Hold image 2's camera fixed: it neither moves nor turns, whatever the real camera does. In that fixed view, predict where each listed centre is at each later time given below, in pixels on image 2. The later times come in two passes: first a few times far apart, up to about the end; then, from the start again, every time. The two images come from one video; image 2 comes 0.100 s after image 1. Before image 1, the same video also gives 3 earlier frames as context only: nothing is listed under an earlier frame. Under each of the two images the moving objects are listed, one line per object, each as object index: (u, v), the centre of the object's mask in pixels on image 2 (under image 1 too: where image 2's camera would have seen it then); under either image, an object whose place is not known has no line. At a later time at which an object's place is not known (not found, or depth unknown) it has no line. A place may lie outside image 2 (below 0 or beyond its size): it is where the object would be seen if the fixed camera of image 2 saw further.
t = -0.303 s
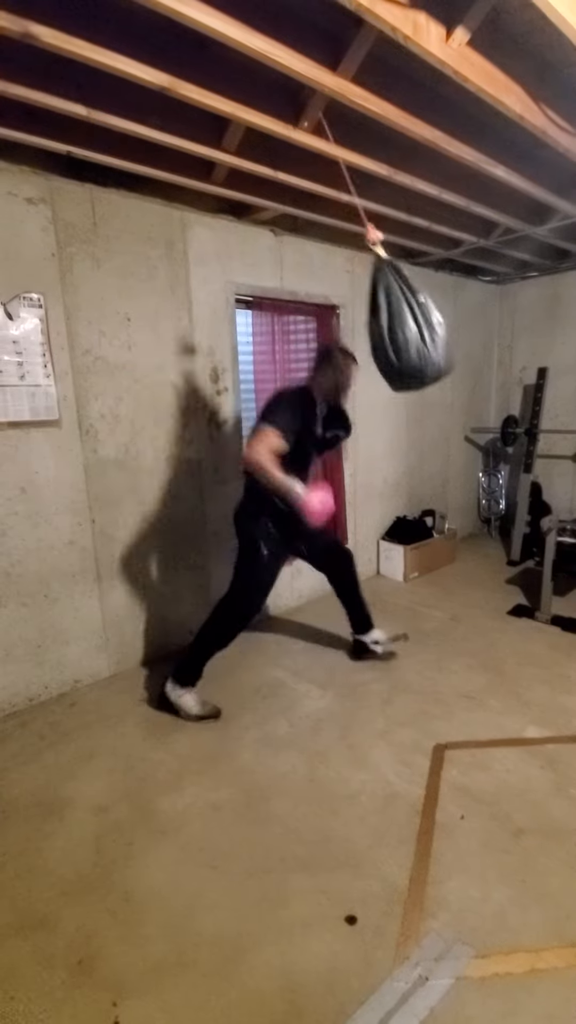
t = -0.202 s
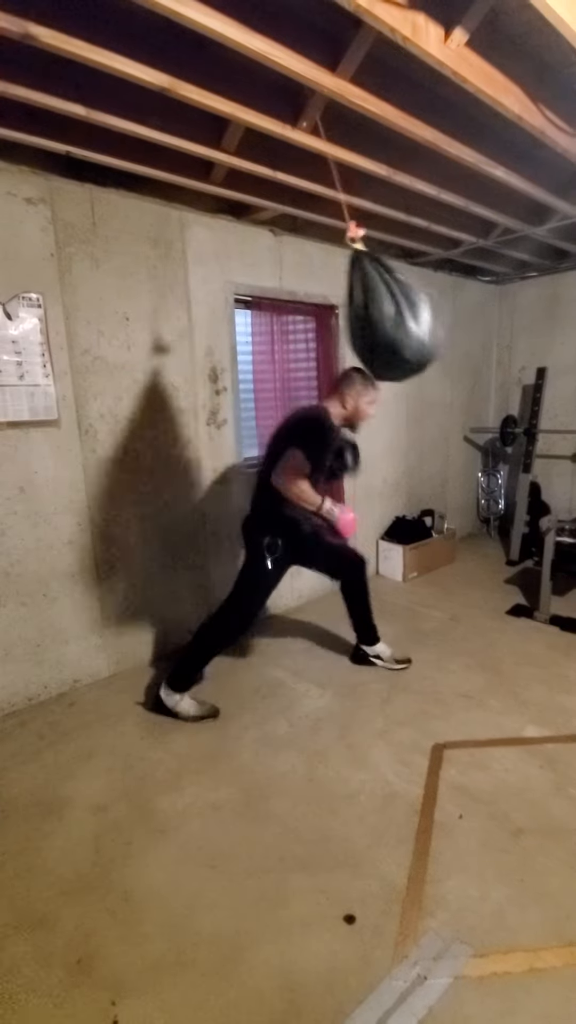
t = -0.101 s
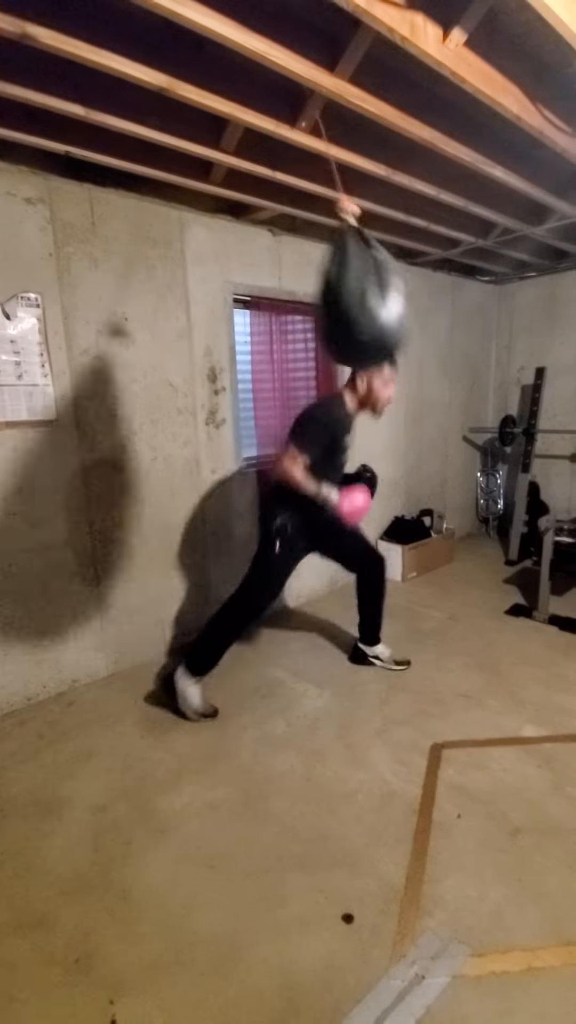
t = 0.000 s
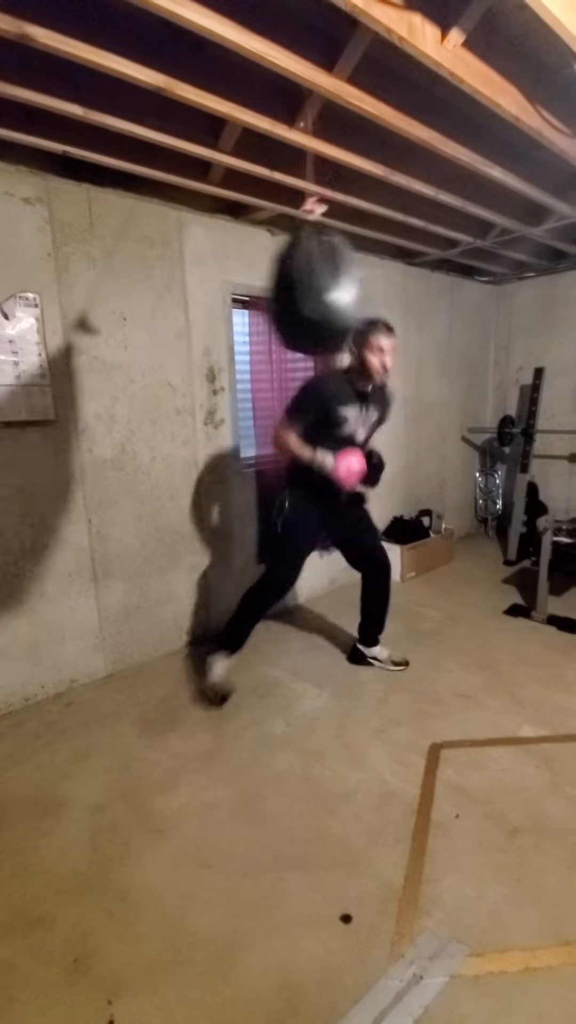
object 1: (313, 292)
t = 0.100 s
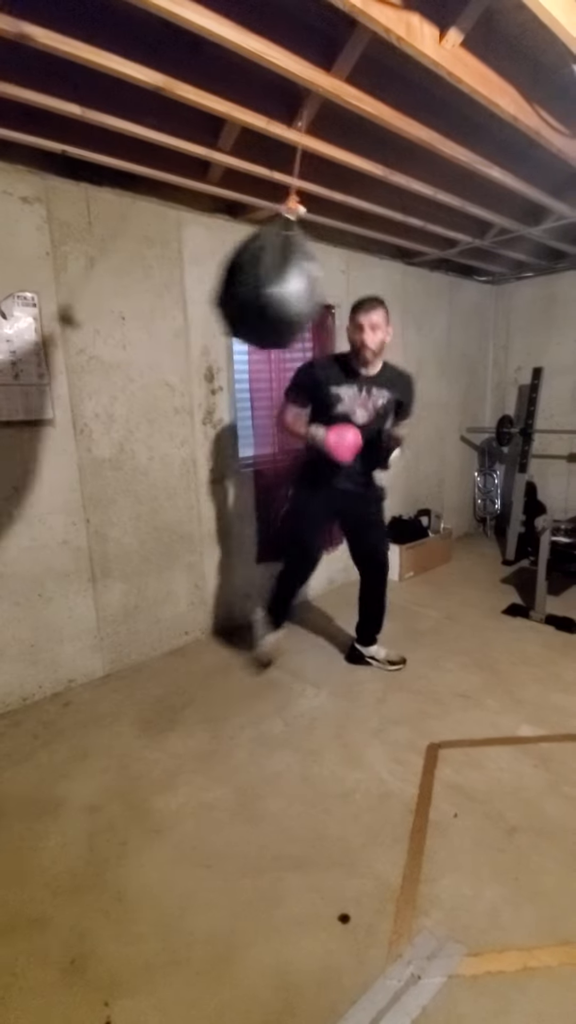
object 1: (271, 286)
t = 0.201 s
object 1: (231, 289)
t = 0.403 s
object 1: (203, 321)
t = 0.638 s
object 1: (235, 346)
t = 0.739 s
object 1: (261, 345)
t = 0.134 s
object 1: (257, 285)
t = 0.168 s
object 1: (244, 286)
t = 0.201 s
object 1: (231, 289)
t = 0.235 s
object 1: (221, 294)
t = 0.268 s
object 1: (214, 300)
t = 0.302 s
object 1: (209, 306)
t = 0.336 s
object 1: (206, 311)
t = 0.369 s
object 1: (204, 316)
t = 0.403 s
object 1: (203, 321)
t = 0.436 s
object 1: (204, 326)
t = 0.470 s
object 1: (206, 330)
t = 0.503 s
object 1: (210, 336)
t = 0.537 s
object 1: (216, 339)
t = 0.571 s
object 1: (222, 342)
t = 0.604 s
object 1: (228, 344)
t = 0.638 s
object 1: (235, 346)
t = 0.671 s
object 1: (243, 346)
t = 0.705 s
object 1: (252, 346)
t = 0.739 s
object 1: (261, 345)
